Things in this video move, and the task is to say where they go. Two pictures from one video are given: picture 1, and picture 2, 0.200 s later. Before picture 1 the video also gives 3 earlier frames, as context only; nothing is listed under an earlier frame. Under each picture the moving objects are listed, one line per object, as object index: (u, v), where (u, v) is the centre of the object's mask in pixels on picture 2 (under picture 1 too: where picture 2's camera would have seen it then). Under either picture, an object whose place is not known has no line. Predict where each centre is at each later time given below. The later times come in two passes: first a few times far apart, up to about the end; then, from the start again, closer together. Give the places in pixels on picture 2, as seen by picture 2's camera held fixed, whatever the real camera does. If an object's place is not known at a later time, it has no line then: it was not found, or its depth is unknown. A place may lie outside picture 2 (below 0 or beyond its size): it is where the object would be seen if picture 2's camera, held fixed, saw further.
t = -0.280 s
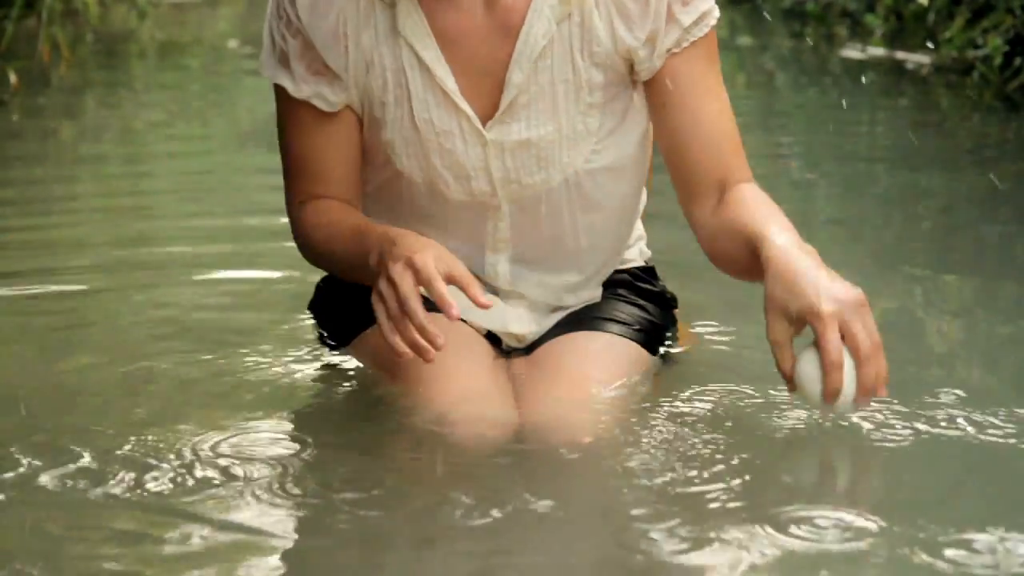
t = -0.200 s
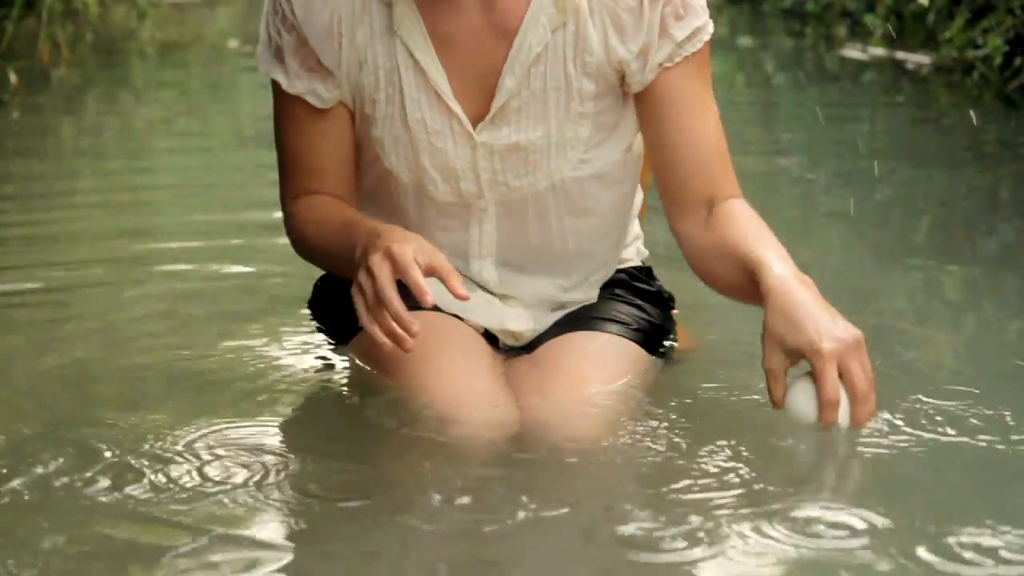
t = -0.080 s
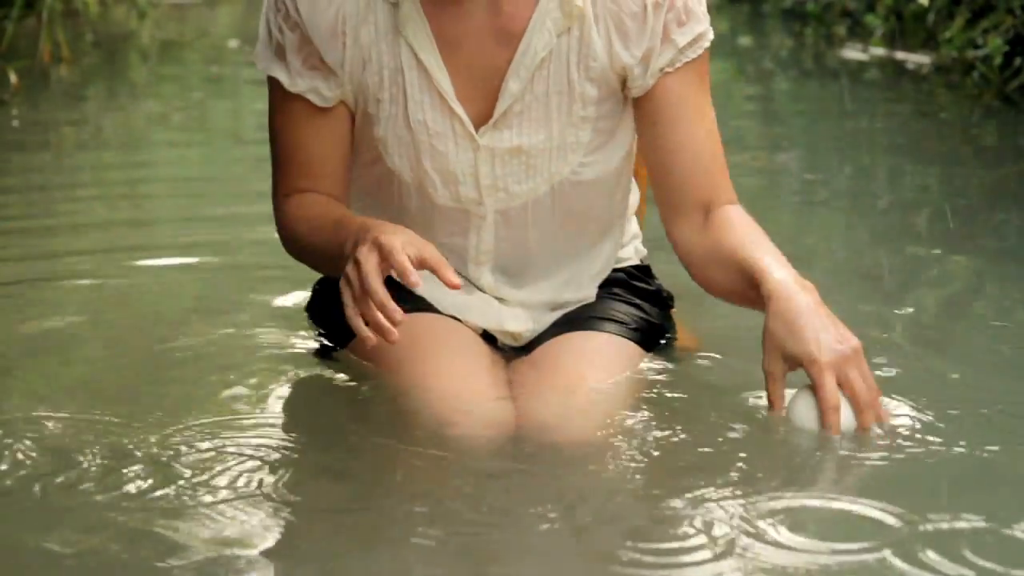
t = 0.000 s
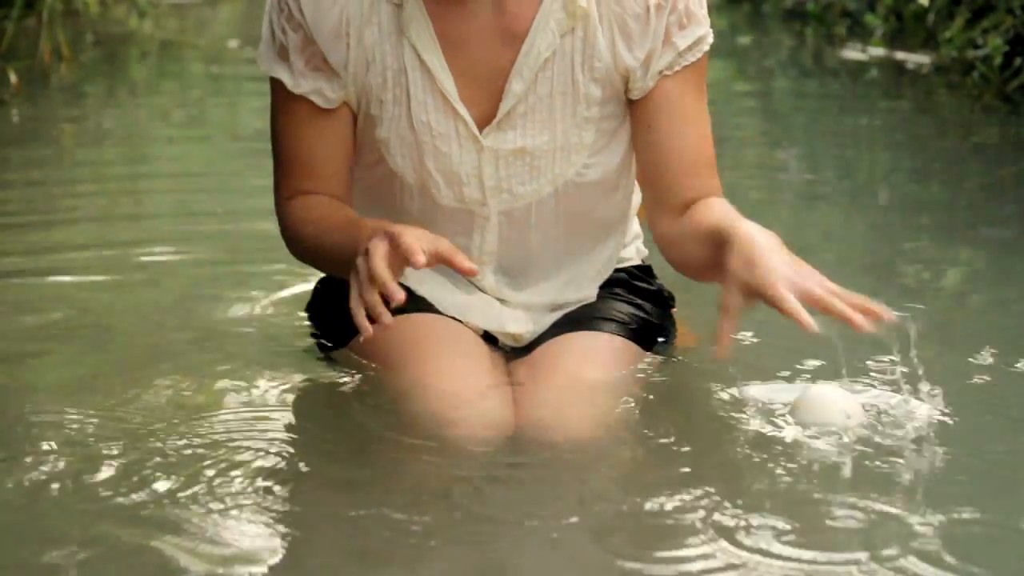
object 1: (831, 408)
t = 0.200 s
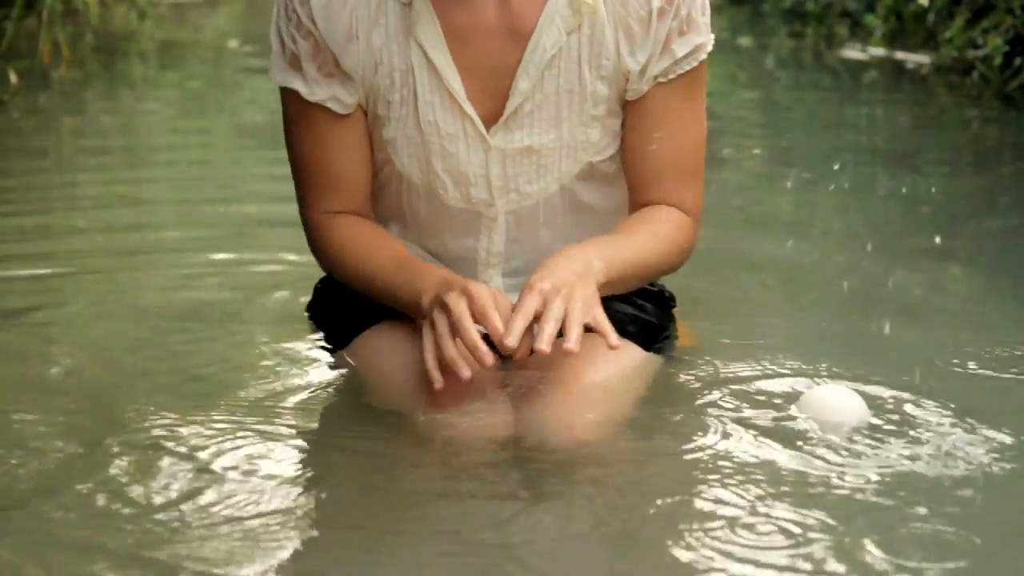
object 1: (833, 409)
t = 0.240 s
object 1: (834, 405)
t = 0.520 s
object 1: (844, 406)
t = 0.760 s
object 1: (849, 401)
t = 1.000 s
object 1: (855, 403)
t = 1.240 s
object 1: (862, 400)
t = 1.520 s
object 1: (867, 396)
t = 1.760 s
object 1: (871, 393)
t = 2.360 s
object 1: (876, 388)
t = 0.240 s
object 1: (834, 405)
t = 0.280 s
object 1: (835, 402)
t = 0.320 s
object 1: (838, 400)
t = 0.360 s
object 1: (841, 400)
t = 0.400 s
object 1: (842, 402)
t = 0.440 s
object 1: (843, 403)
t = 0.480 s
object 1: (844, 406)
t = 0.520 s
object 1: (844, 406)
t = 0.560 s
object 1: (846, 408)
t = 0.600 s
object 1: (846, 406)
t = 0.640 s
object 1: (847, 404)
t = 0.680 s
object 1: (848, 405)
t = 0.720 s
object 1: (849, 403)
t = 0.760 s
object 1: (849, 401)
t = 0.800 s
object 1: (850, 403)
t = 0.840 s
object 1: (851, 399)
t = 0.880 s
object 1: (852, 400)
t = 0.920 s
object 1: (854, 403)
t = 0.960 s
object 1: (855, 404)
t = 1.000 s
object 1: (855, 403)
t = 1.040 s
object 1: (856, 404)
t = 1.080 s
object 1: (856, 405)
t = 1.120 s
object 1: (857, 404)
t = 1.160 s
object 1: (859, 403)
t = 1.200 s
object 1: (860, 401)
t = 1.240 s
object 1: (862, 400)
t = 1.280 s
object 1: (863, 400)
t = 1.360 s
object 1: (865, 400)
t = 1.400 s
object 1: (866, 399)
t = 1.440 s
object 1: (866, 398)
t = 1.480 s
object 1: (867, 398)
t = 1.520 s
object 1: (867, 396)
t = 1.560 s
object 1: (868, 395)
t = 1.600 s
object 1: (868, 395)
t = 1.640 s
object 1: (869, 395)
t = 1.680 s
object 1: (869, 394)
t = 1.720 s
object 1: (870, 393)
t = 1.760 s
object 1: (871, 393)
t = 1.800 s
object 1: (872, 394)
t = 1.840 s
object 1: (872, 393)
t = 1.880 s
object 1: (872, 392)
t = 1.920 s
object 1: (873, 393)
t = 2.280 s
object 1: (875, 389)
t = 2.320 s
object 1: (875, 389)
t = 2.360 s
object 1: (876, 388)
